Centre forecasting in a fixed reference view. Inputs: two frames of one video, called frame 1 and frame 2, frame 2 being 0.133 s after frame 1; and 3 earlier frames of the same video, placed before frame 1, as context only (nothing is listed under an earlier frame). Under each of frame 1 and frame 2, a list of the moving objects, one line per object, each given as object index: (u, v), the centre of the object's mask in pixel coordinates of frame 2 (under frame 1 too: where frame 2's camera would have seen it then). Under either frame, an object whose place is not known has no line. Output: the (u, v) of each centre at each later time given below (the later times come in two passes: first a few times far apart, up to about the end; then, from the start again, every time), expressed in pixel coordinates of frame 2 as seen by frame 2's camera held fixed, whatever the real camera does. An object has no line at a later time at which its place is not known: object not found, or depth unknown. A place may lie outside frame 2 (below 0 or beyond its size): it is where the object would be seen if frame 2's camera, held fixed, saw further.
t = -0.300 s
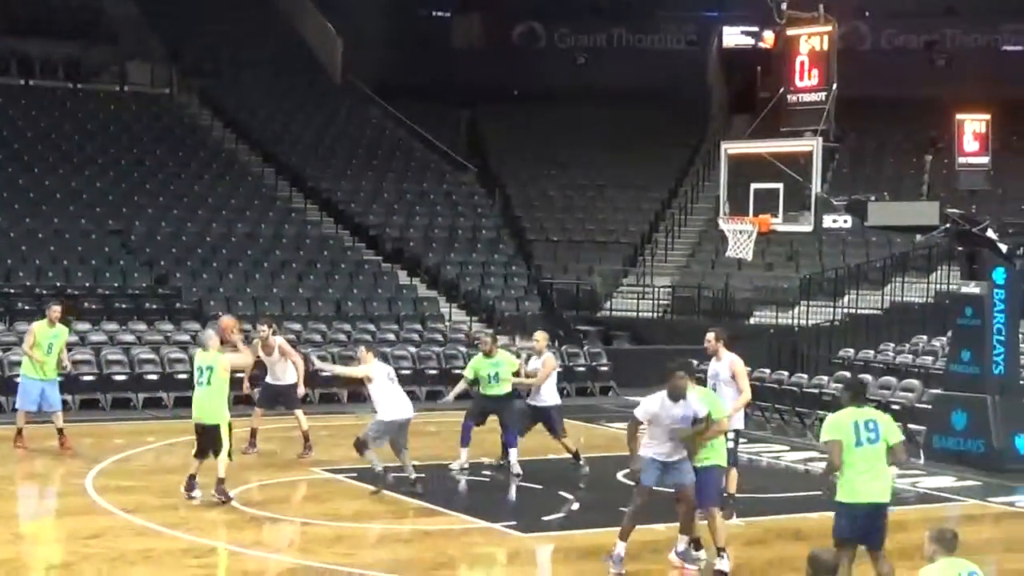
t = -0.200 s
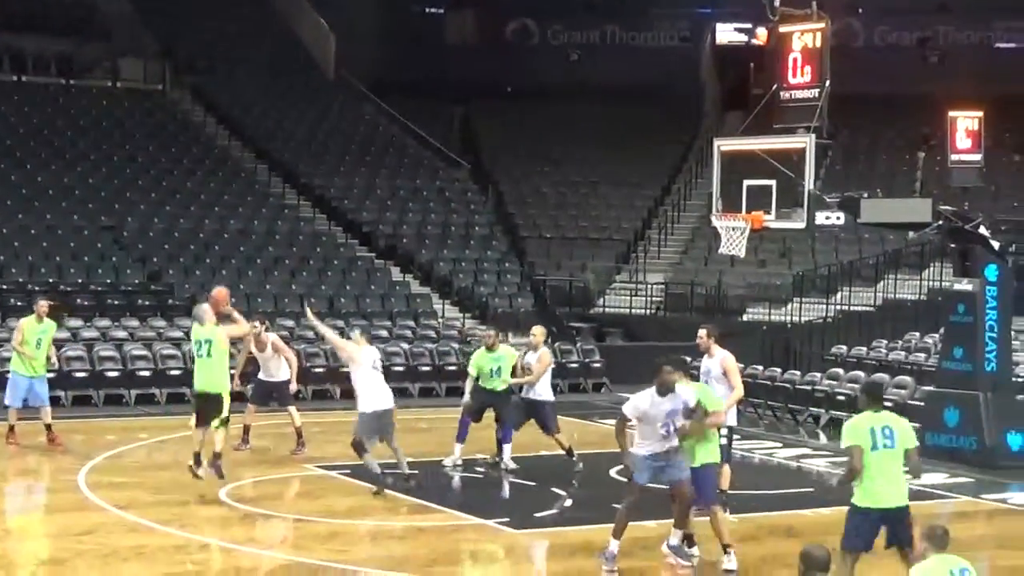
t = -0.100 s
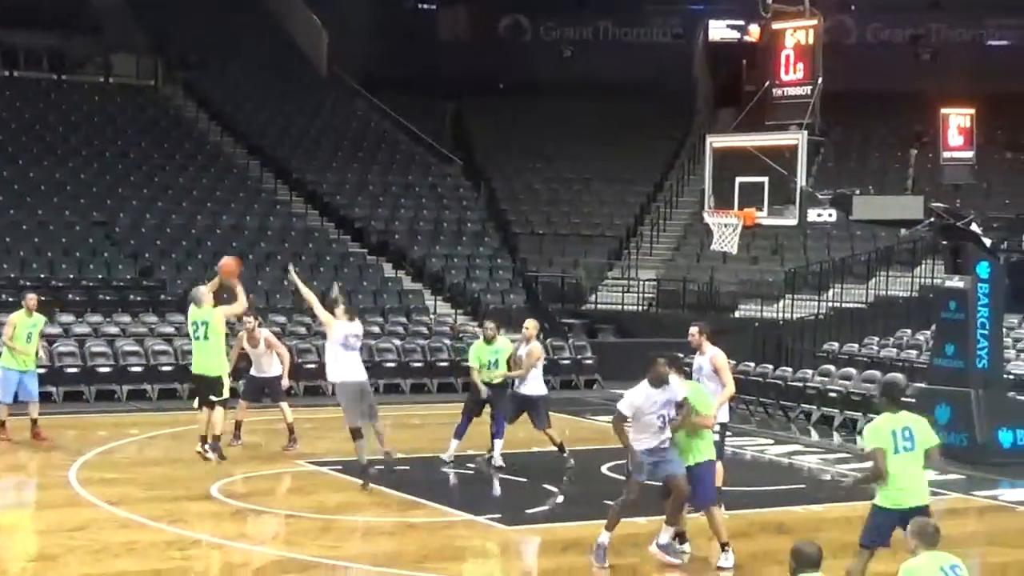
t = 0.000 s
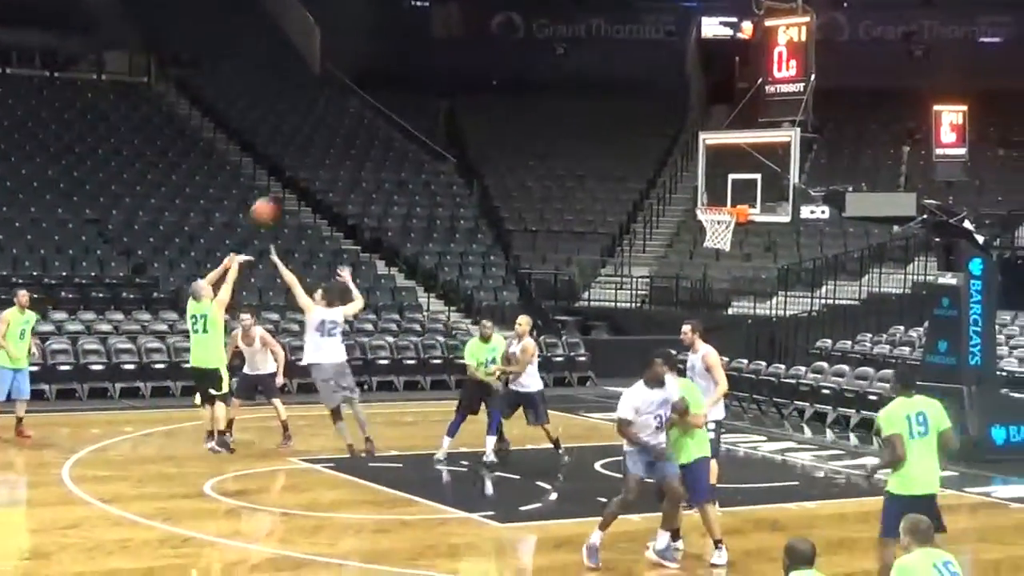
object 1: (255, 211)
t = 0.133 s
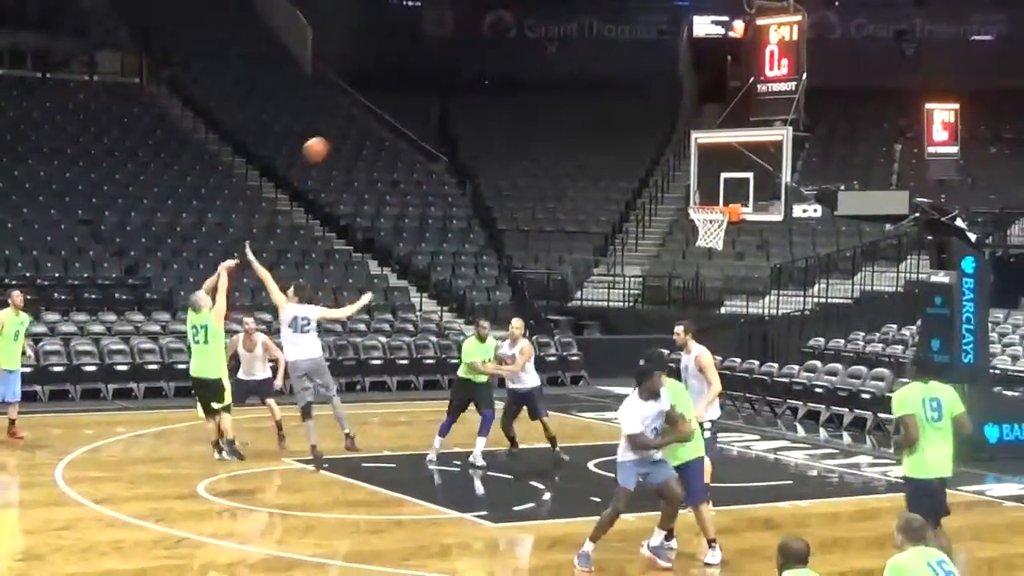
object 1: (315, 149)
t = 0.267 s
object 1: (373, 105)
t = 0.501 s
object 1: (468, 70)
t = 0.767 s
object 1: (567, 89)
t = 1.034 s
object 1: (657, 166)
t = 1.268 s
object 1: (640, 170)
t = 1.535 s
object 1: (558, 158)
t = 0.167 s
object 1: (330, 137)
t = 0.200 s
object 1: (345, 125)
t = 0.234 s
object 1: (360, 114)
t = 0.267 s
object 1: (373, 105)
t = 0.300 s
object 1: (387, 97)
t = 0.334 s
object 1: (401, 90)
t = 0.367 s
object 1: (414, 84)
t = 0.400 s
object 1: (428, 79)
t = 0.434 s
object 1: (441, 75)
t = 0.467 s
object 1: (454, 72)
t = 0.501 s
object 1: (468, 70)
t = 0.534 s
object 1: (481, 70)
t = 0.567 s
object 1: (493, 70)
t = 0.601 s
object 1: (506, 71)
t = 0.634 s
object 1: (518, 73)
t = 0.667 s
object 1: (531, 75)
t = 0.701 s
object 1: (543, 79)
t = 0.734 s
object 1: (555, 84)
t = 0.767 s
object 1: (567, 89)
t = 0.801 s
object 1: (579, 96)
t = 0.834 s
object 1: (591, 103)
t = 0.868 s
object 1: (602, 112)
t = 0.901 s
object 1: (613, 120)
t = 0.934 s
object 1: (624, 130)
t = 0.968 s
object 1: (636, 141)
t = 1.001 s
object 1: (646, 153)
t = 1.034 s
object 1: (657, 166)
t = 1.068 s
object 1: (668, 178)
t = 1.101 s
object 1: (678, 192)
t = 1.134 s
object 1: (680, 197)
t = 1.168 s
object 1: (673, 189)
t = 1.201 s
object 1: (660, 182)
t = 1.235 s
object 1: (650, 176)
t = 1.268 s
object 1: (640, 170)
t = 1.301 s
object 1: (630, 166)
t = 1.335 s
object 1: (620, 162)
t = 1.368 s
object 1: (609, 159)
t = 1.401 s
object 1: (599, 157)
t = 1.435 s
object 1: (589, 156)
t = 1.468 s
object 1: (579, 156)
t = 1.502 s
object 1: (568, 156)
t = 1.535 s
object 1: (558, 158)
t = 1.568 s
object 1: (548, 160)
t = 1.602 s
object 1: (538, 164)
